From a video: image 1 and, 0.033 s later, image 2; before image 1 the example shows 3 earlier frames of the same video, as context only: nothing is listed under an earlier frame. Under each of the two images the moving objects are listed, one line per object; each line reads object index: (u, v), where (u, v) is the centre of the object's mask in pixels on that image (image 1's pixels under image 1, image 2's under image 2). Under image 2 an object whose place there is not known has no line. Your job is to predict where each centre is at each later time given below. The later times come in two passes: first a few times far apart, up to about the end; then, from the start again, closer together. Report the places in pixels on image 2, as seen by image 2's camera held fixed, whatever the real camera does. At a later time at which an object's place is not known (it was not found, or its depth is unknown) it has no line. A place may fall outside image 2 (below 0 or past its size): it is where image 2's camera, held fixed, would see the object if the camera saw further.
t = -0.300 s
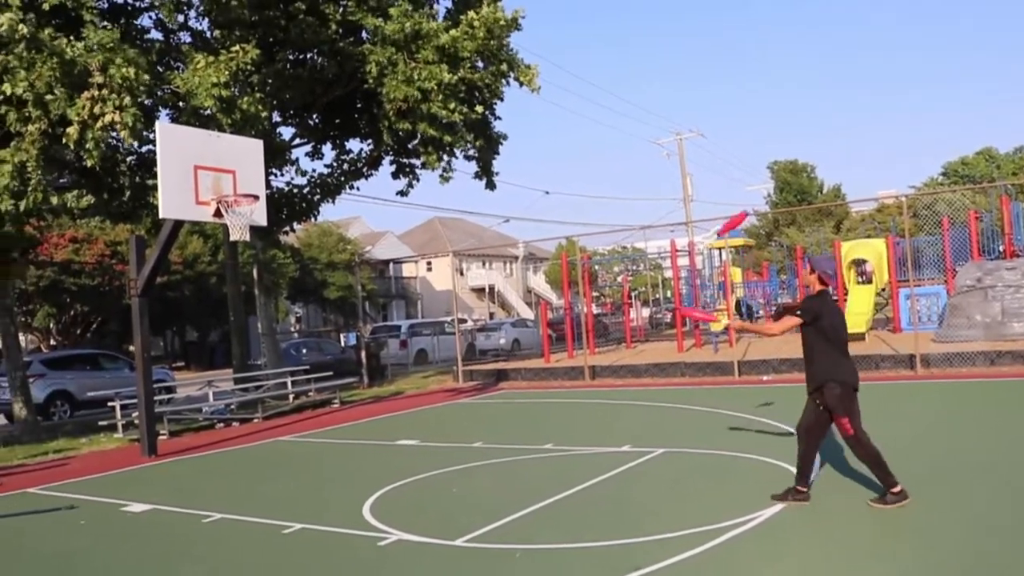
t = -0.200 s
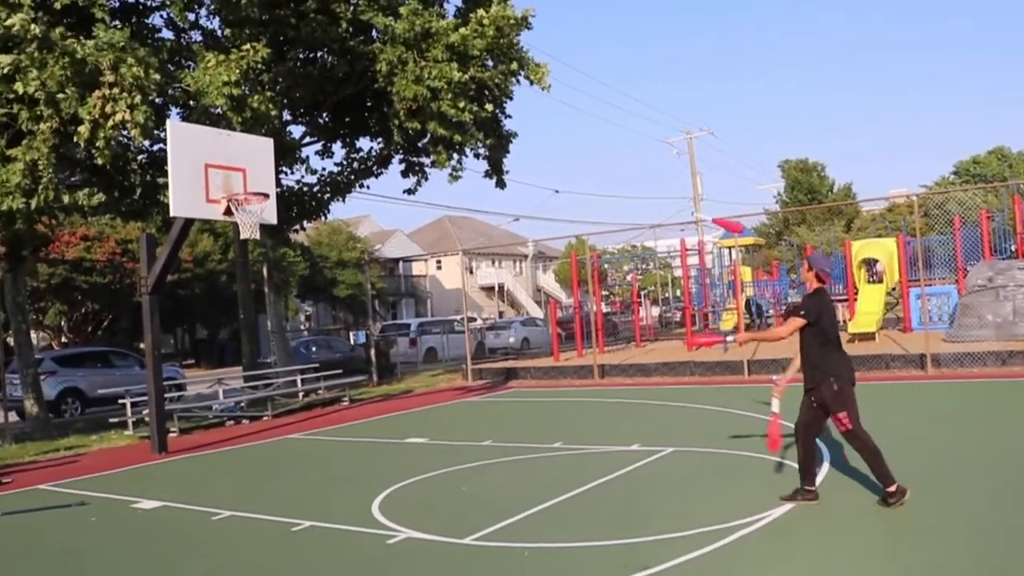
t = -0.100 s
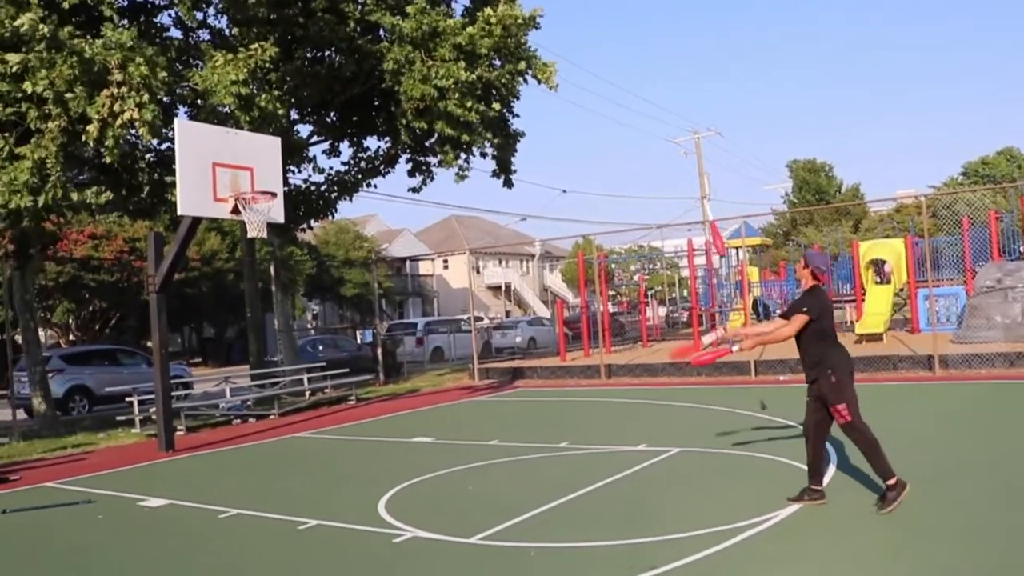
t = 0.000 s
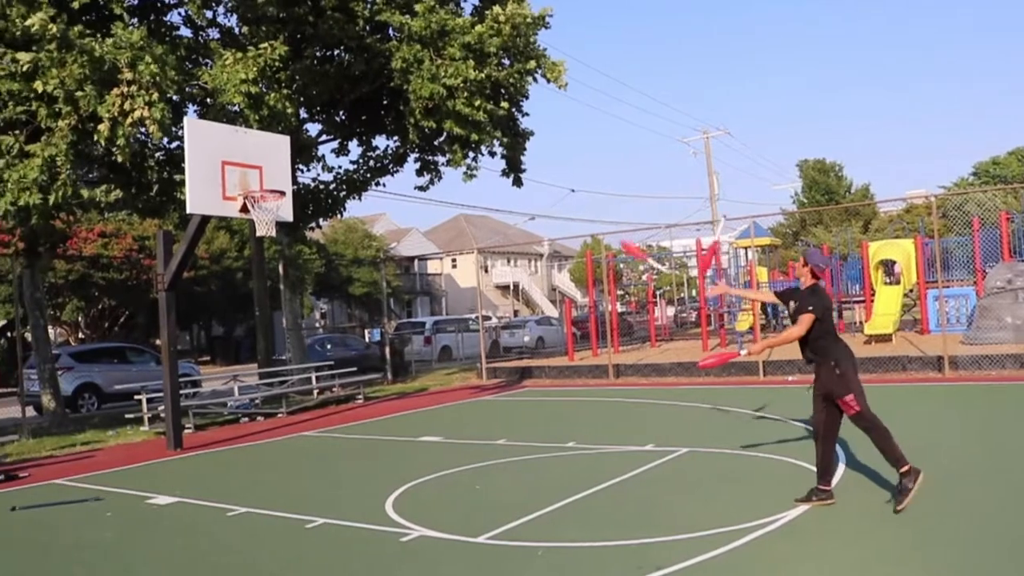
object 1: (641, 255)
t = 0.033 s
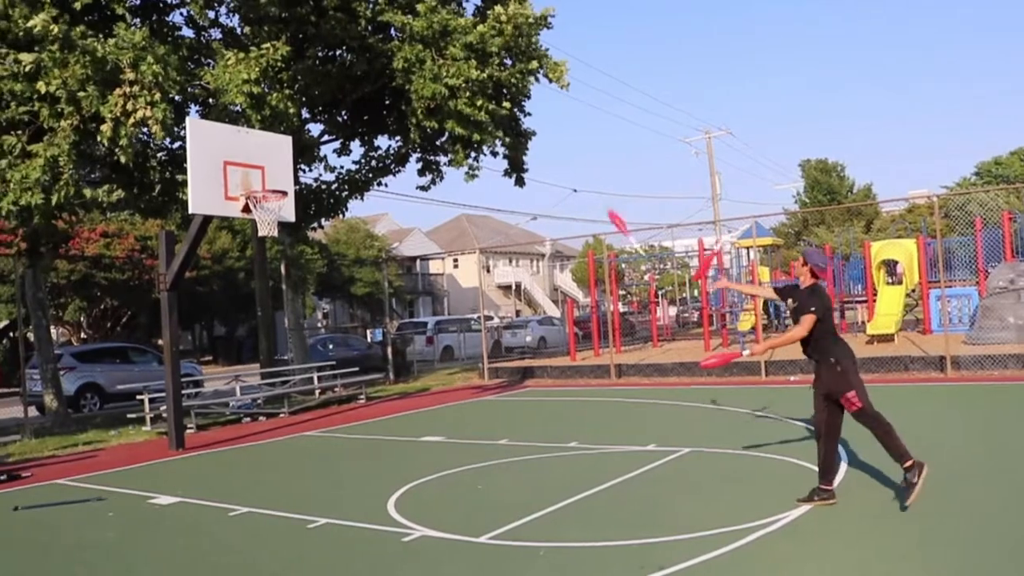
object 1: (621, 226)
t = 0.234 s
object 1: (522, 117)
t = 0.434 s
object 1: (440, 63)
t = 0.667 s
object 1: (362, 57)
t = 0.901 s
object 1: (298, 98)
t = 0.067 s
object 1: (605, 206)
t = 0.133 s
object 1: (571, 163)
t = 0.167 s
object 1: (554, 147)
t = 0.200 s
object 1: (537, 132)
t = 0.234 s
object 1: (522, 117)
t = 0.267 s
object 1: (507, 104)
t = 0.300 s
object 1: (494, 93)
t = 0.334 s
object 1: (480, 84)
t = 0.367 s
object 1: (466, 76)
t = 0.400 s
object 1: (453, 71)
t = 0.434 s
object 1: (440, 63)
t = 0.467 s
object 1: (428, 60)
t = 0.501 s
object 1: (416, 57)
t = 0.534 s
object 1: (403, 57)
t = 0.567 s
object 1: (393, 54)
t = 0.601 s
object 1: (383, 53)
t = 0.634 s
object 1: (372, 54)
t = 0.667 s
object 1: (362, 57)
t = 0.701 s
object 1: (352, 60)
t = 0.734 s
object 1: (343, 64)
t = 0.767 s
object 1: (333, 70)
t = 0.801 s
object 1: (324, 76)
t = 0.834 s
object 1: (315, 83)
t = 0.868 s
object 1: (307, 90)
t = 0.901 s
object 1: (298, 98)
